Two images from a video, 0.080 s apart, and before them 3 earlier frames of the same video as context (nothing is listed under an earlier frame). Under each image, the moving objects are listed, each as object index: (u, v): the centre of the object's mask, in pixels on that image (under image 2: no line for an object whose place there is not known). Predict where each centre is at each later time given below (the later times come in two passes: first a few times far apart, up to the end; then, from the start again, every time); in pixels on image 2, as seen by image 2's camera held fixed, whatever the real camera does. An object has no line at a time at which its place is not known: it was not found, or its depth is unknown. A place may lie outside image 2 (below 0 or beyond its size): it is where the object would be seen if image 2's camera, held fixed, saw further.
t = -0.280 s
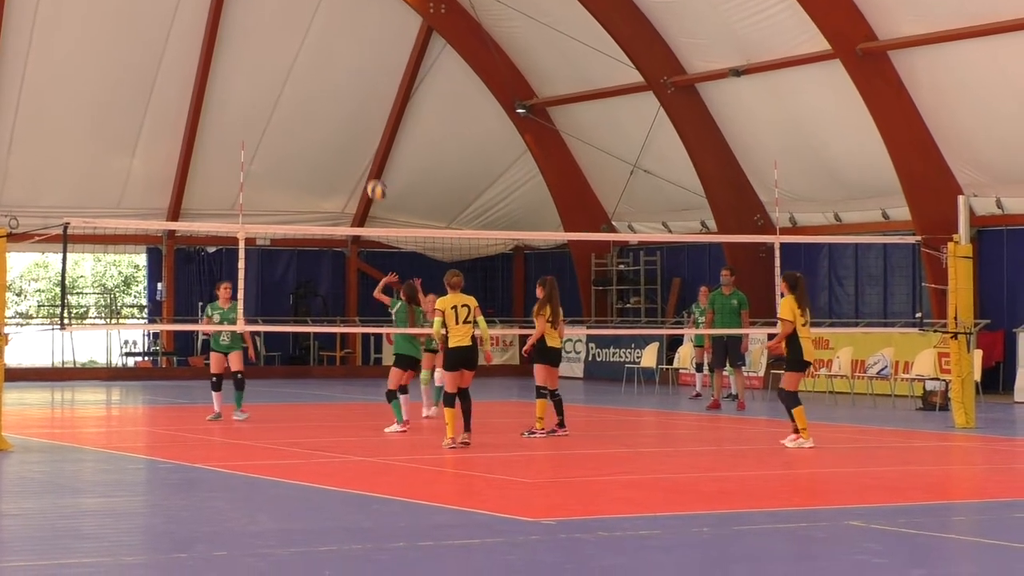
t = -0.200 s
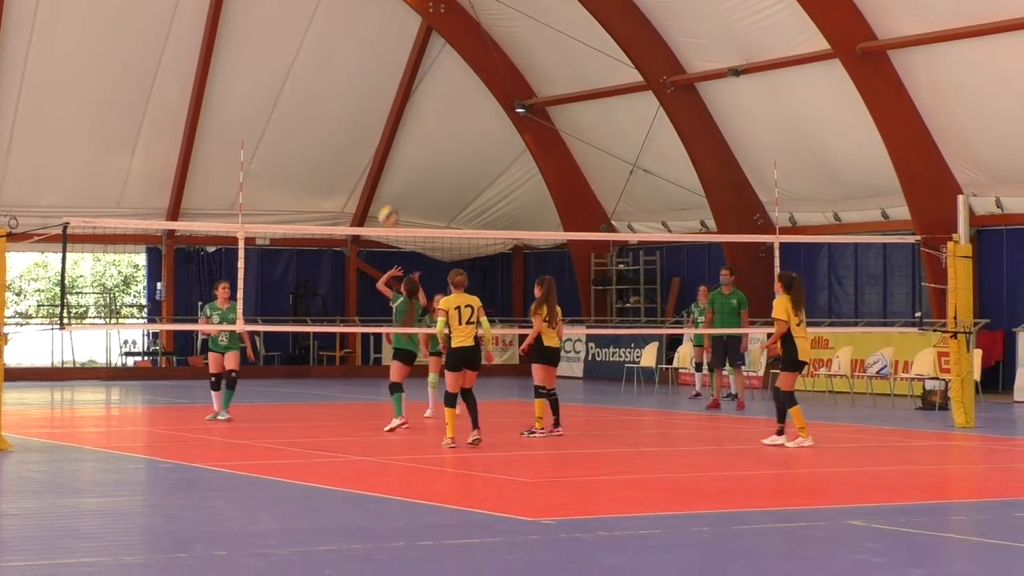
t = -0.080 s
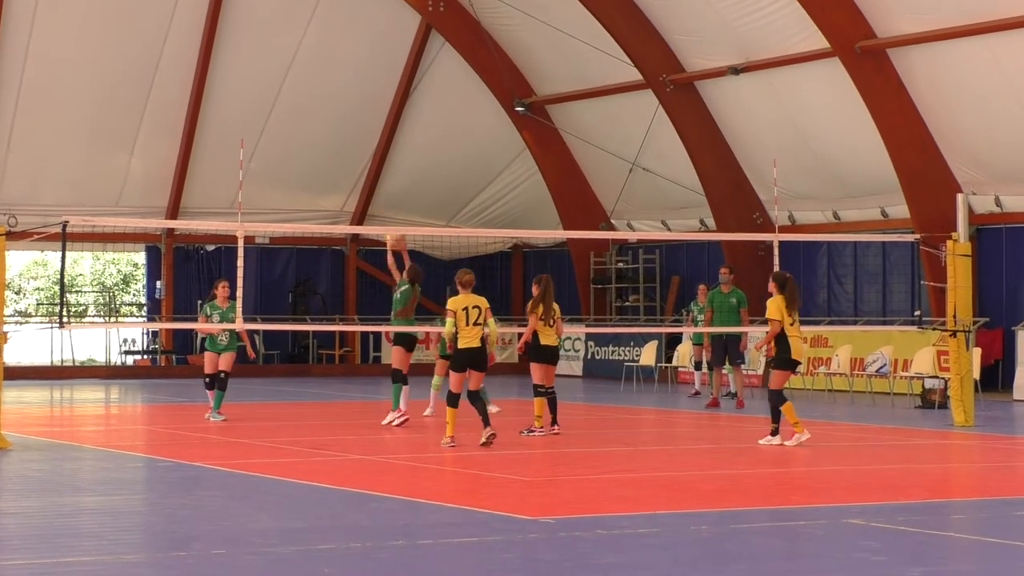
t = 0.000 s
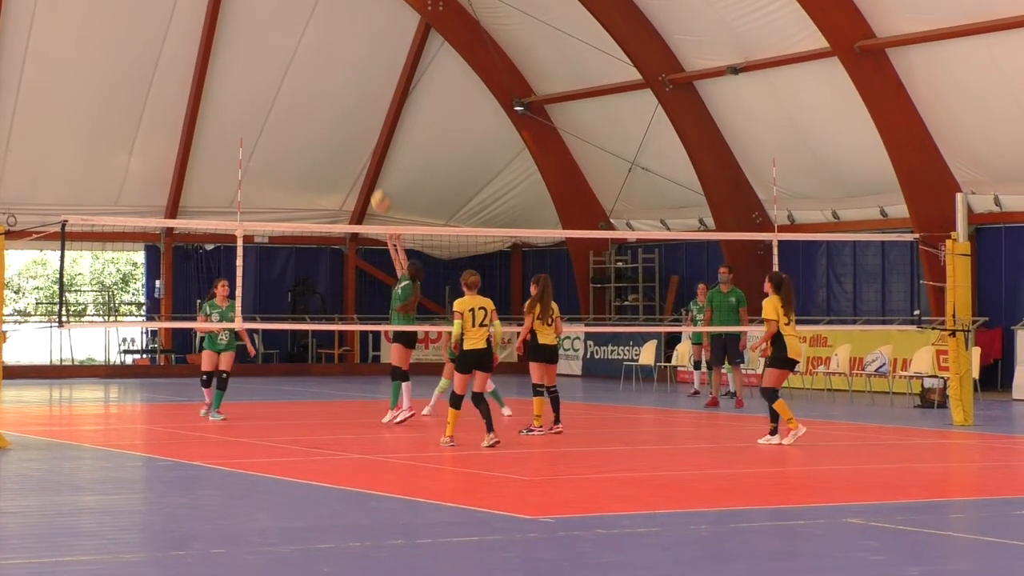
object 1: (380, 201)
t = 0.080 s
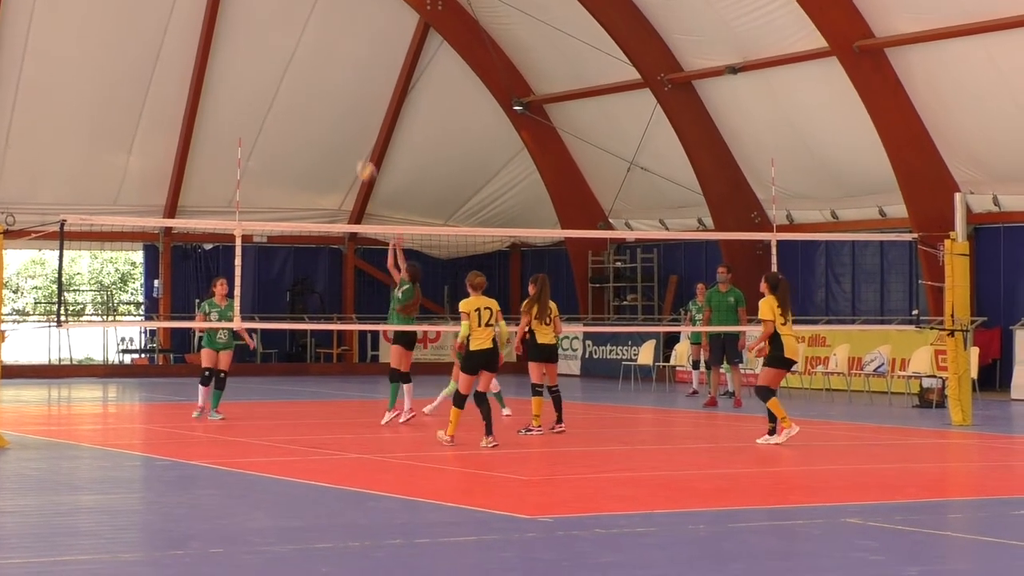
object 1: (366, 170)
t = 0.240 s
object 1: (341, 128)
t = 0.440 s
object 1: (312, 109)
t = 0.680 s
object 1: (277, 134)
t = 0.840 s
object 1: (256, 175)
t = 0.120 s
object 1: (360, 157)
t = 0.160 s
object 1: (355, 146)
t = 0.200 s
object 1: (348, 136)
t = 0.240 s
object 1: (341, 128)
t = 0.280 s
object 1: (335, 121)
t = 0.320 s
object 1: (329, 116)
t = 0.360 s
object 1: (323, 112)
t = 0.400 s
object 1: (317, 110)
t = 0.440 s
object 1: (312, 109)
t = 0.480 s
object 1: (305, 110)
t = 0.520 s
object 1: (299, 112)
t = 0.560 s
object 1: (294, 115)
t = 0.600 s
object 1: (289, 120)
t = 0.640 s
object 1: (283, 126)
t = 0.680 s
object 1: (277, 134)
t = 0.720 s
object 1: (272, 142)
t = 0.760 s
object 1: (267, 153)
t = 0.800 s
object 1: (261, 164)
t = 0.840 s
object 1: (256, 175)
